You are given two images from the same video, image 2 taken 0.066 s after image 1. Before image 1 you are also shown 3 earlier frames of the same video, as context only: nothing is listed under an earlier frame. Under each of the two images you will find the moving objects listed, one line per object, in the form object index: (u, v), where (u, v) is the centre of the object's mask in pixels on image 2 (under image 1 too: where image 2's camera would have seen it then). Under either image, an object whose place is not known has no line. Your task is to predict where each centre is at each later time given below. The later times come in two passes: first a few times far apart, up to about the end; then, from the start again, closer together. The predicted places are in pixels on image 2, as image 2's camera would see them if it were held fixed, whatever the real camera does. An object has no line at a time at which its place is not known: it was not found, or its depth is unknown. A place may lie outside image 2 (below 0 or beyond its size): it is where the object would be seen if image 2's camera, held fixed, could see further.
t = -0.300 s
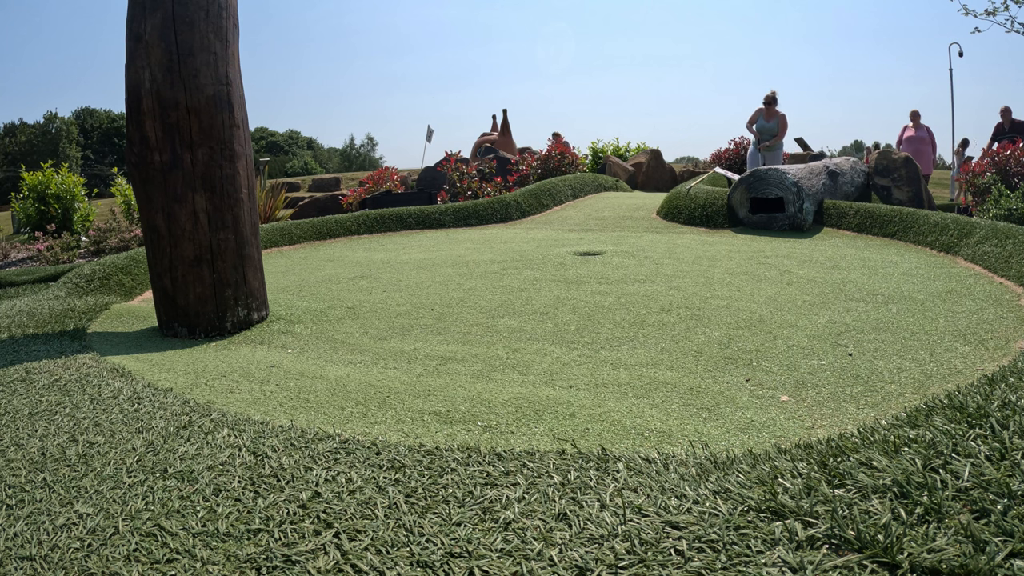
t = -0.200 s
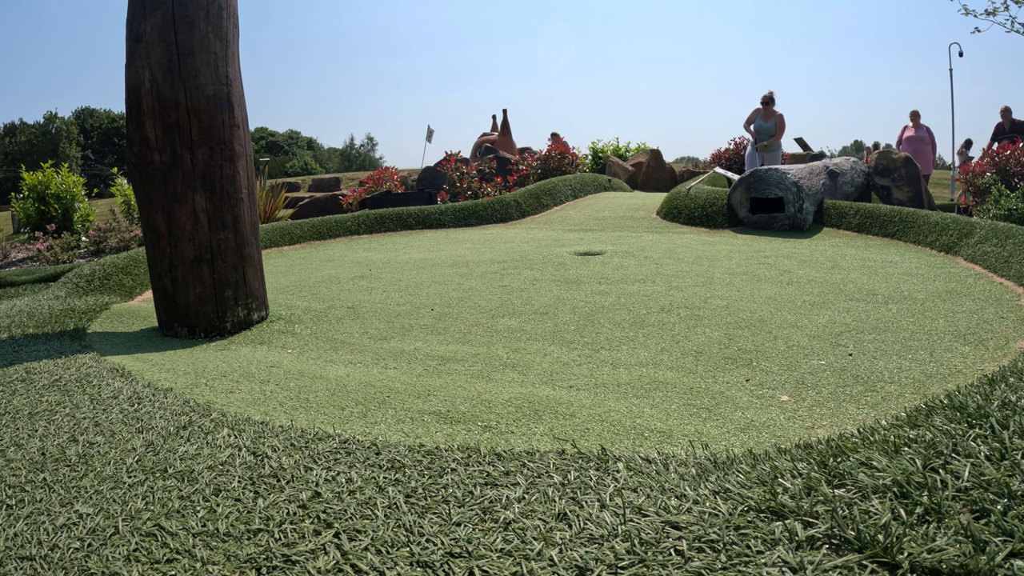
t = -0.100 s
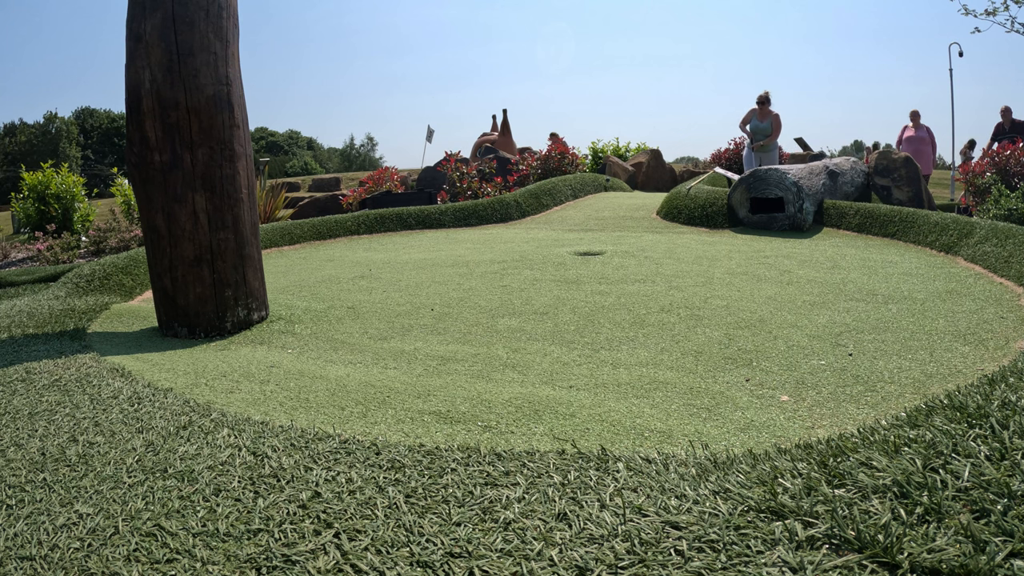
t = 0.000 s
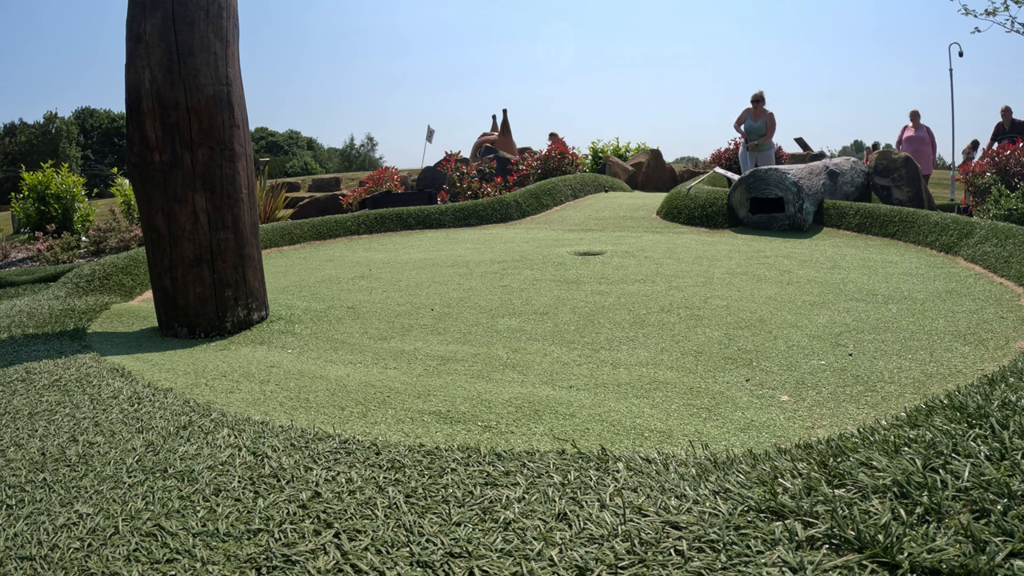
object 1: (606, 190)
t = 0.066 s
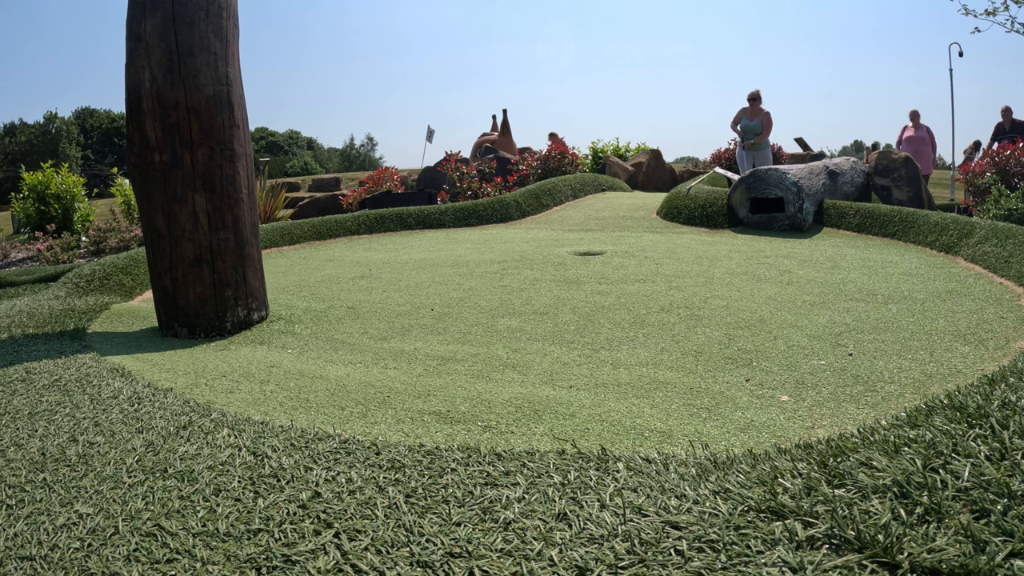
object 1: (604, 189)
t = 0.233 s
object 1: (597, 194)
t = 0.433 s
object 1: (588, 199)
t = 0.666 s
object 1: (575, 208)
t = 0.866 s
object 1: (560, 218)
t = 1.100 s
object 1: (536, 230)
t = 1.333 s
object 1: (503, 239)
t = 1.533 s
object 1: (469, 248)
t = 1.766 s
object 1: (418, 262)
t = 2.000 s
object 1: (351, 279)
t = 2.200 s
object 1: (281, 295)
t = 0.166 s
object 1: (600, 192)
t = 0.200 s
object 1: (598, 193)
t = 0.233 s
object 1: (597, 194)
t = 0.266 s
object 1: (596, 194)
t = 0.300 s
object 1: (594, 196)
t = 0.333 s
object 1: (593, 196)
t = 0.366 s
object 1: (591, 197)
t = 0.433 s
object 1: (588, 199)
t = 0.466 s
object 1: (586, 200)
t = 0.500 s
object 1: (585, 201)
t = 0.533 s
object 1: (583, 202)
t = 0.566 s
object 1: (581, 204)
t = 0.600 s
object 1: (579, 205)
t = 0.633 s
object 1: (577, 207)
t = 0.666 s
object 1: (575, 208)
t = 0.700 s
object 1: (573, 209)
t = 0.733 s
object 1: (570, 211)
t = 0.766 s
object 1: (568, 212)
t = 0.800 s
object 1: (565, 214)
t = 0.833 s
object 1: (563, 216)
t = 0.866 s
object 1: (560, 218)
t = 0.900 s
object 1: (557, 220)
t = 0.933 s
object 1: (554, 222)
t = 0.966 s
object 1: (550, 224)
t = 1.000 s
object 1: (547, 226)
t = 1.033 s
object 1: (543, 228)
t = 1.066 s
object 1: (540, 229)
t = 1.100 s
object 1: (536, 230)
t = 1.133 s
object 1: (531, 231)
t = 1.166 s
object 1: (527, 232)
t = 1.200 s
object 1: (523, 234)
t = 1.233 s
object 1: (518, 235)
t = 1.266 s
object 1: (513, 236)
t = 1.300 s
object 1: (508, 238)
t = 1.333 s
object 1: (503, 239)
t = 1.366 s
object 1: (498, 241)
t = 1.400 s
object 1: (493, 242)
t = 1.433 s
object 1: (487, 244)
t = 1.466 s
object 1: (482, 246)
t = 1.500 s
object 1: (476, 247)
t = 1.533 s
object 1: (469, 248)
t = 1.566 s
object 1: (462, 250)
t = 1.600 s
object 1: (456, 252)
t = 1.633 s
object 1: (449, 253)
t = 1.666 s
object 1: (442, 255)
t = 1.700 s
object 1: (434, 257)
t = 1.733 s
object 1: (426, 259)
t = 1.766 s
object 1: (418, 262)
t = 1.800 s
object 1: (409, 264)
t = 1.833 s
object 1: (400, 266)
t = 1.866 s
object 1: (391, 269)
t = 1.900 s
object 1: (381, 271)
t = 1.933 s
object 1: (371, 273)
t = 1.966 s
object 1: (362, 276)
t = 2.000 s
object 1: (351, 279)
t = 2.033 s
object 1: (340, 282)
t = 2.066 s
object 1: (329, 284)
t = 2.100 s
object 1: (318, 288)
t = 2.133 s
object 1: (306, 290)
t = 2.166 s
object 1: (294, 293)
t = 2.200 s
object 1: (281, 295)
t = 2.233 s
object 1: (271, 296)
